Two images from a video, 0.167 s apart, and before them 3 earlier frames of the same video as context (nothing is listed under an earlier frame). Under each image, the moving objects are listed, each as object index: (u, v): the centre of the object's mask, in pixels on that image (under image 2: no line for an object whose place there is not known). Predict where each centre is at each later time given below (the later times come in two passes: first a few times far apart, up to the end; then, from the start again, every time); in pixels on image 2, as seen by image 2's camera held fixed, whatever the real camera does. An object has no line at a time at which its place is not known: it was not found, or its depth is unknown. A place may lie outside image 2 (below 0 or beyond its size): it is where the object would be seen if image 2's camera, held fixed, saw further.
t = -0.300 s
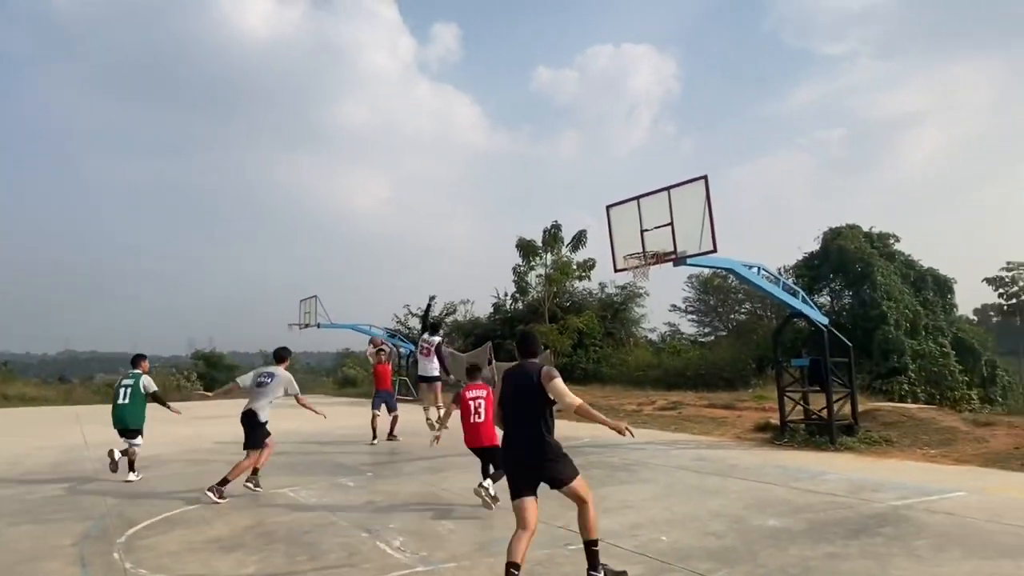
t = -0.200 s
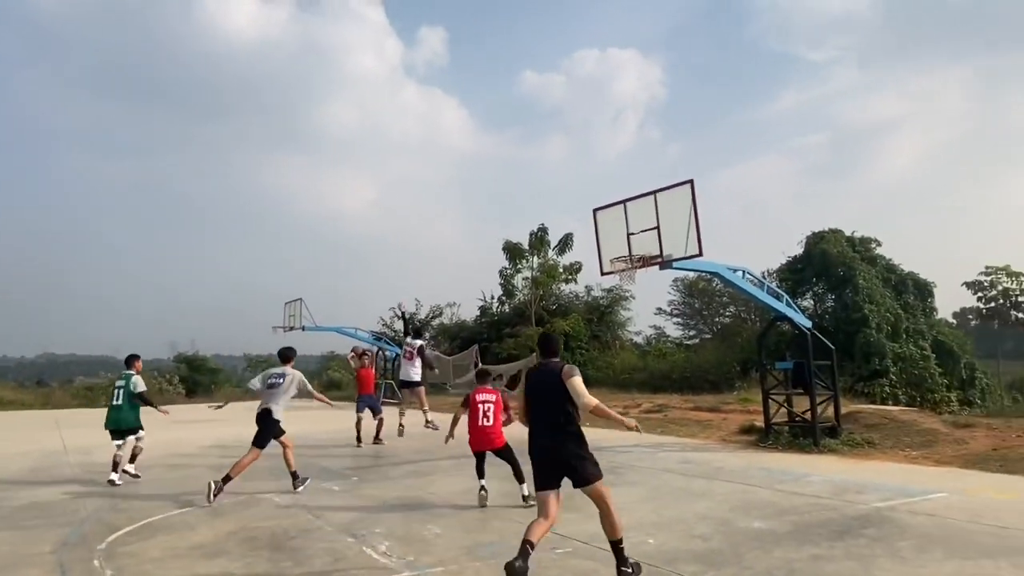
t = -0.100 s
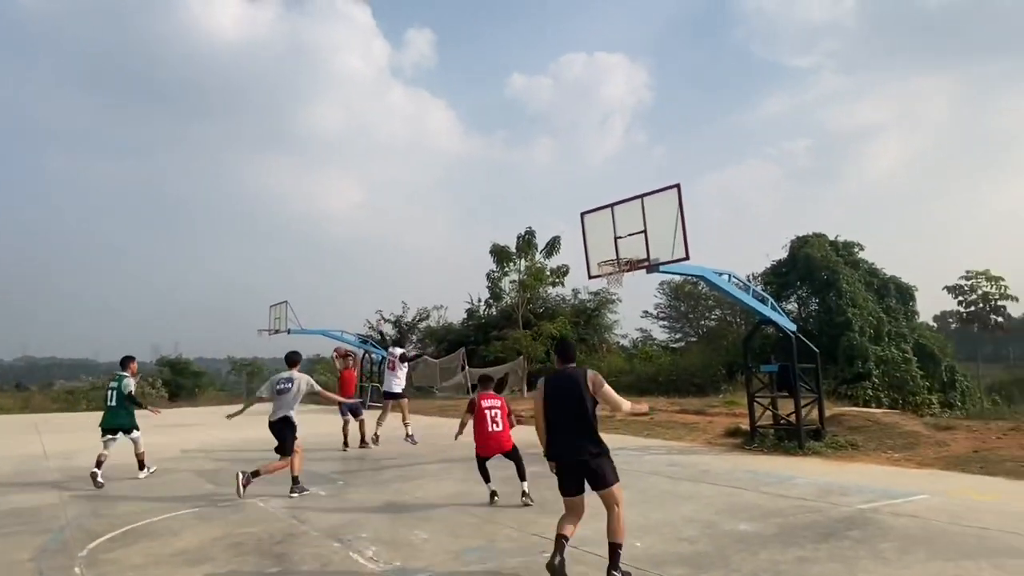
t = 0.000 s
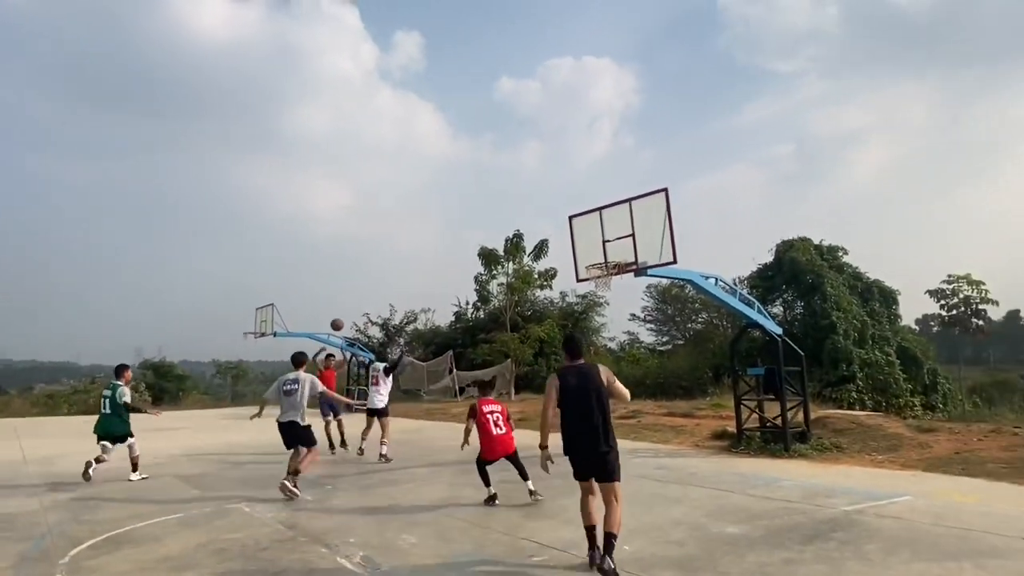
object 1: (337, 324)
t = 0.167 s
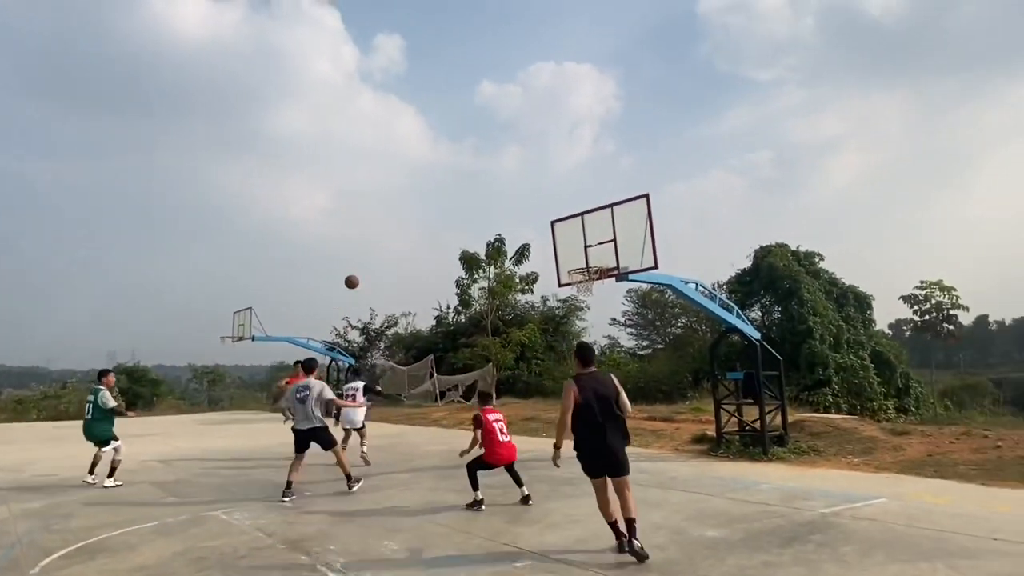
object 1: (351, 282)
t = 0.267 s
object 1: (375, 258)
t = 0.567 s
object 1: (461, 215)
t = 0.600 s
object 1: (472, 214)
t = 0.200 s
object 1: (359, 273)
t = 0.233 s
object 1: (367, 265)
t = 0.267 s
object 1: (375, 258)
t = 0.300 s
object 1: (383, 251)
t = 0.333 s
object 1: (391, 244)
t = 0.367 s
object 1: (400, 238)
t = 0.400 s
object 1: (409, 232)
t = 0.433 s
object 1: (419, 228)
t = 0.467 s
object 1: (429, 223)
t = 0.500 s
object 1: (439, 220)
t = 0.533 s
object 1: (449, 217)
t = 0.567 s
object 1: (461, 215)
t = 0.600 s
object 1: (472, 214)
